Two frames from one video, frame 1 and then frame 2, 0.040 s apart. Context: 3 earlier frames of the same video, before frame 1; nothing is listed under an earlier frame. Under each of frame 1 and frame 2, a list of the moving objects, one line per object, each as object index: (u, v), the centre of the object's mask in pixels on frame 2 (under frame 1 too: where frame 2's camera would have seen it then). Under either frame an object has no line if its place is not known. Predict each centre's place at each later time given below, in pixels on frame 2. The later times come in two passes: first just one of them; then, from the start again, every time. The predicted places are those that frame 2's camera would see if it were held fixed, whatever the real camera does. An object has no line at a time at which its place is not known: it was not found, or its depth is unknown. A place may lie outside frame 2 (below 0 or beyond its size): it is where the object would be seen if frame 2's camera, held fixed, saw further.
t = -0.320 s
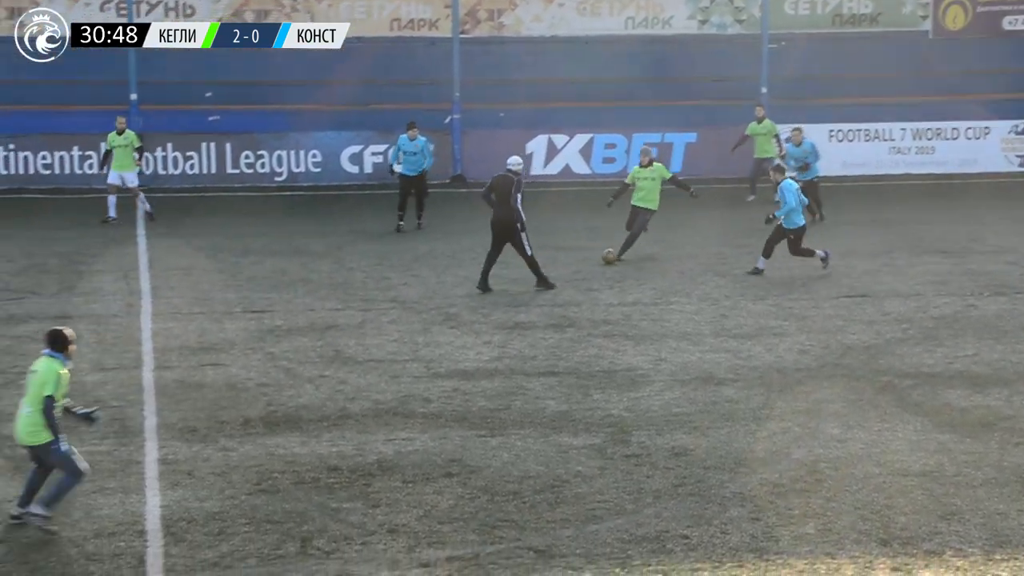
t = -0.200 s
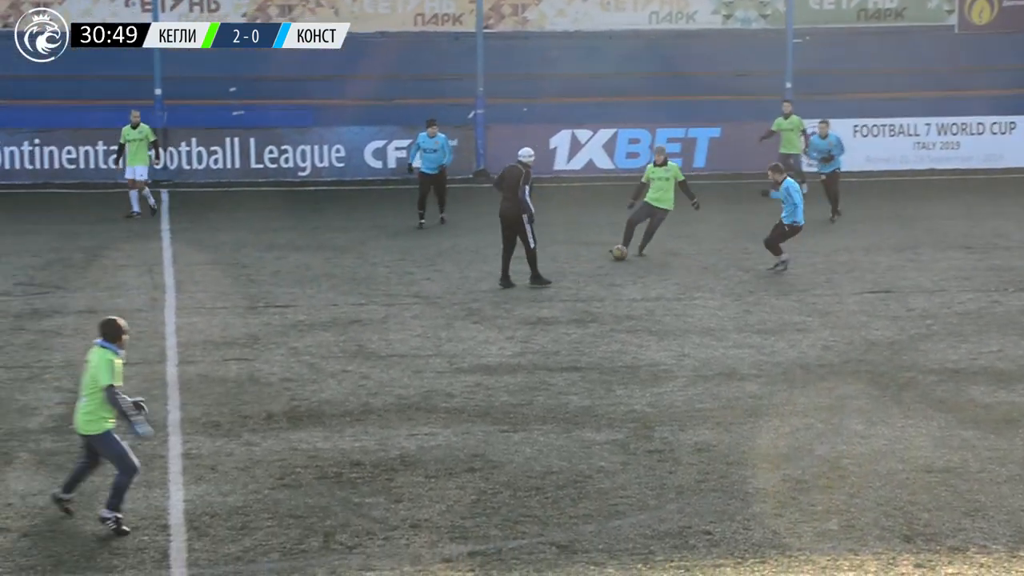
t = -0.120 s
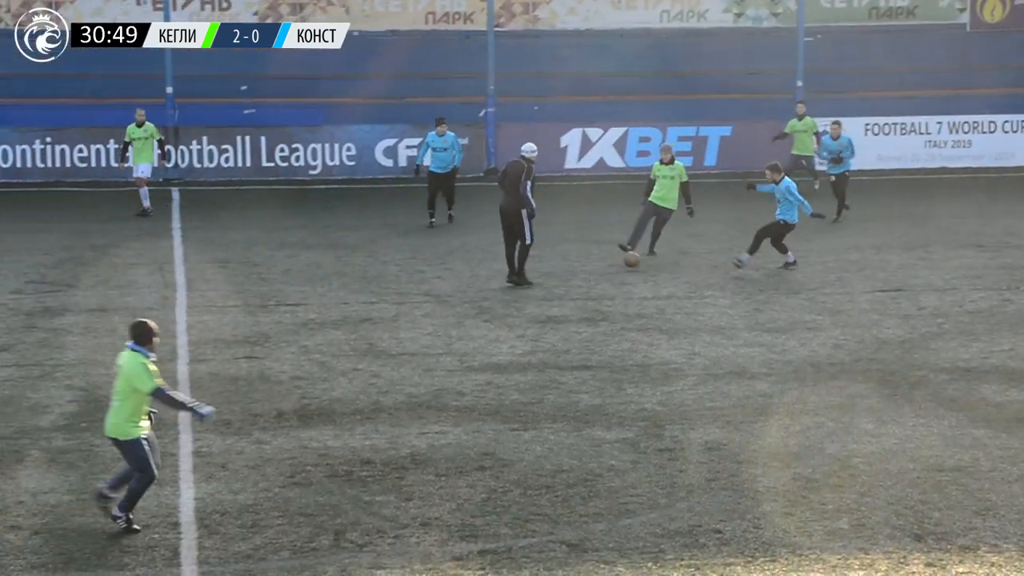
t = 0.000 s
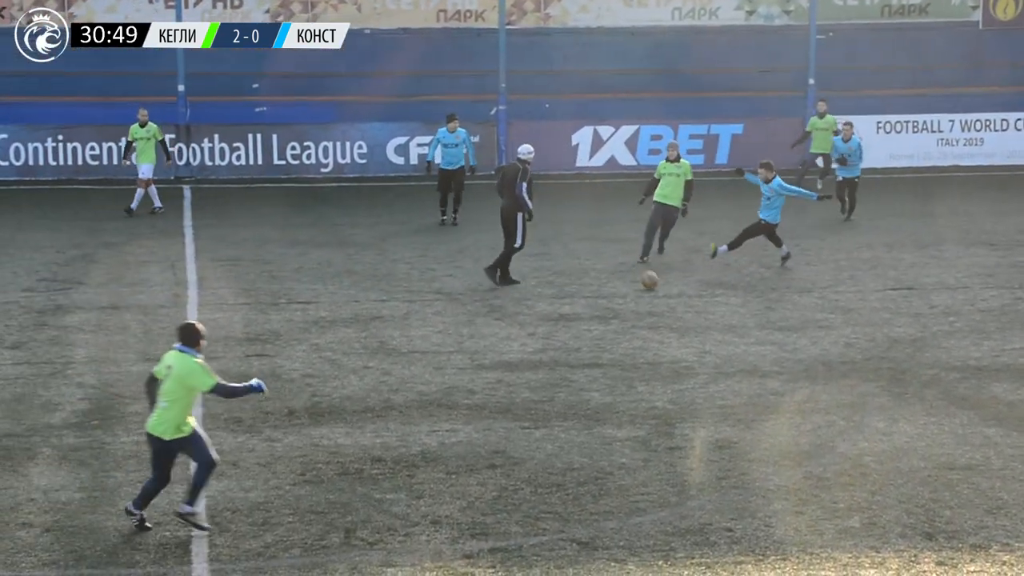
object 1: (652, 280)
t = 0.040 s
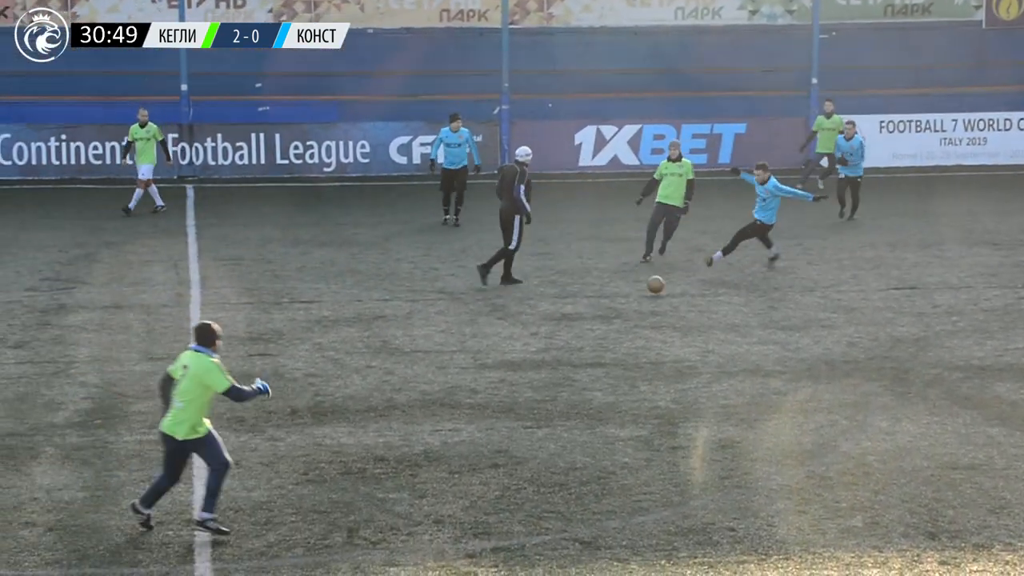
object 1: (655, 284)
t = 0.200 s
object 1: (670, 305)
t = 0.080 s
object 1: (659, 287)
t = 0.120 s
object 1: (662, 291)
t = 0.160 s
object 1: (666, 297)
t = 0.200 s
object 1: (670, 305)
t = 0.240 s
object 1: (674, 315)
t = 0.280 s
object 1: (678, 328)
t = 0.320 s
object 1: (681, 331)
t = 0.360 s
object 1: (685, 337)
